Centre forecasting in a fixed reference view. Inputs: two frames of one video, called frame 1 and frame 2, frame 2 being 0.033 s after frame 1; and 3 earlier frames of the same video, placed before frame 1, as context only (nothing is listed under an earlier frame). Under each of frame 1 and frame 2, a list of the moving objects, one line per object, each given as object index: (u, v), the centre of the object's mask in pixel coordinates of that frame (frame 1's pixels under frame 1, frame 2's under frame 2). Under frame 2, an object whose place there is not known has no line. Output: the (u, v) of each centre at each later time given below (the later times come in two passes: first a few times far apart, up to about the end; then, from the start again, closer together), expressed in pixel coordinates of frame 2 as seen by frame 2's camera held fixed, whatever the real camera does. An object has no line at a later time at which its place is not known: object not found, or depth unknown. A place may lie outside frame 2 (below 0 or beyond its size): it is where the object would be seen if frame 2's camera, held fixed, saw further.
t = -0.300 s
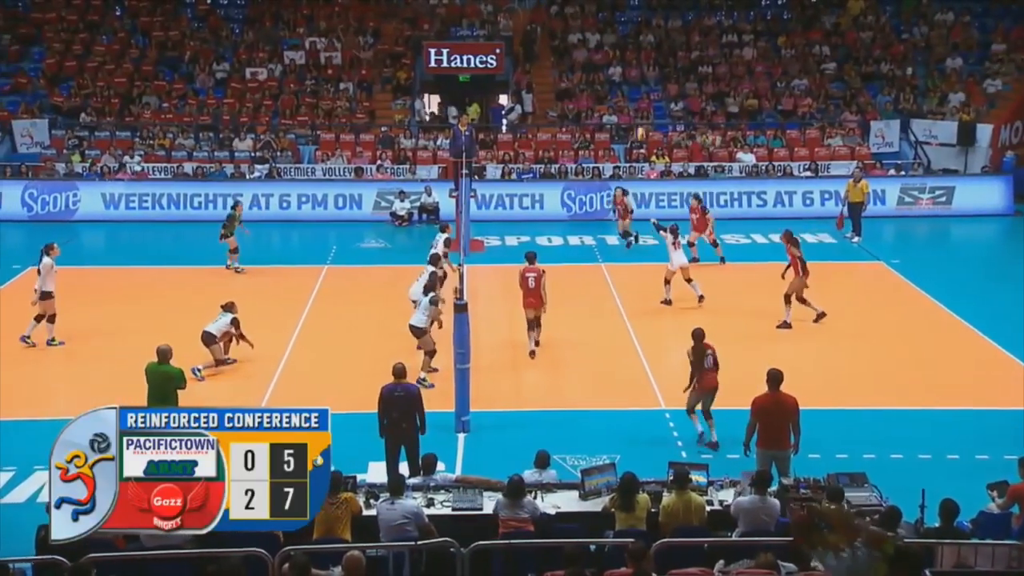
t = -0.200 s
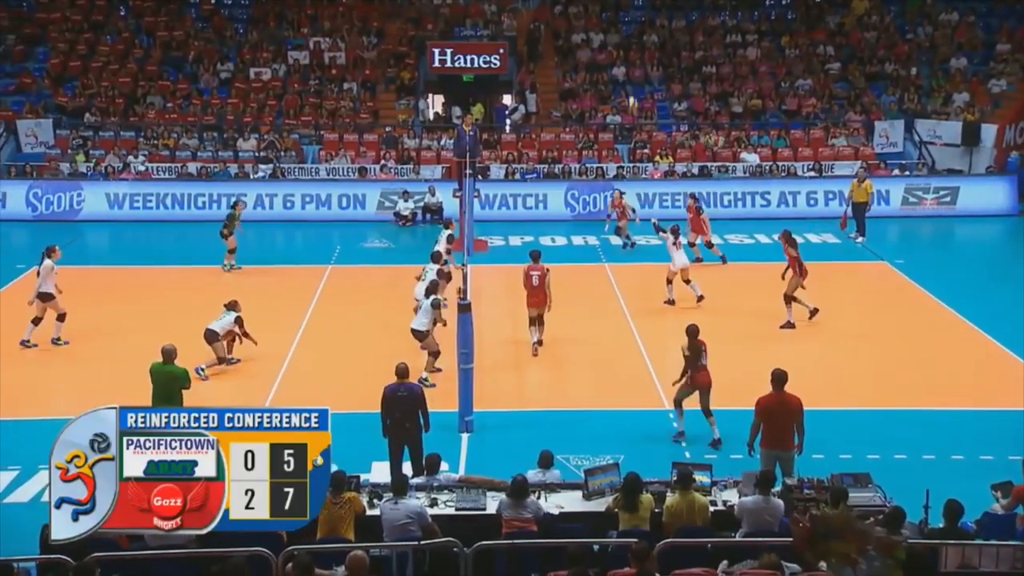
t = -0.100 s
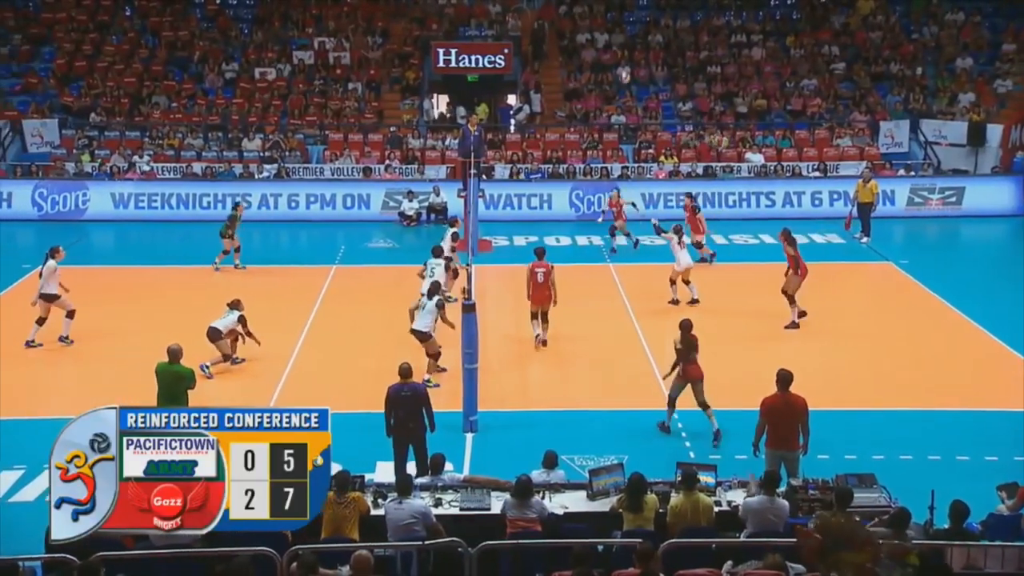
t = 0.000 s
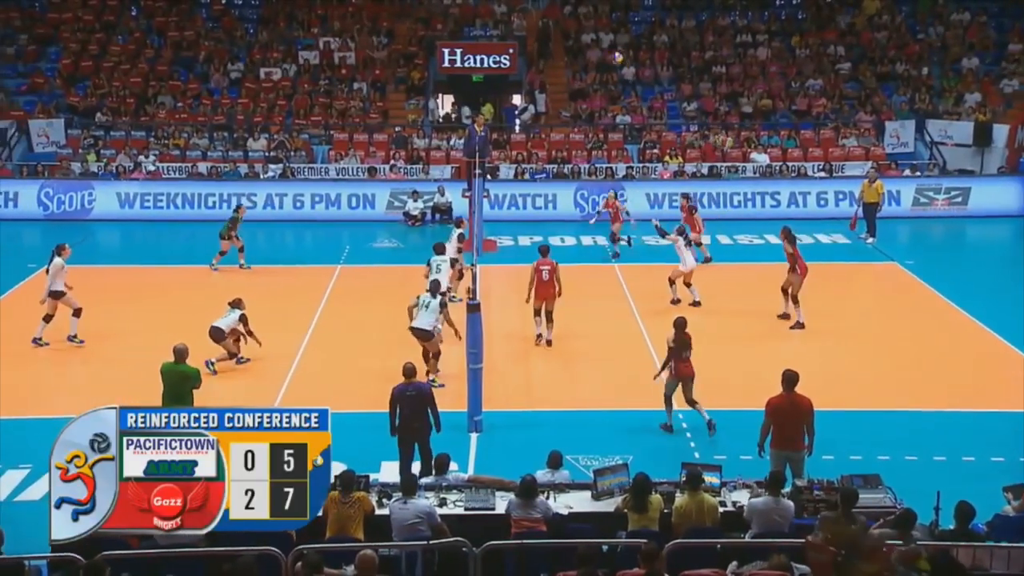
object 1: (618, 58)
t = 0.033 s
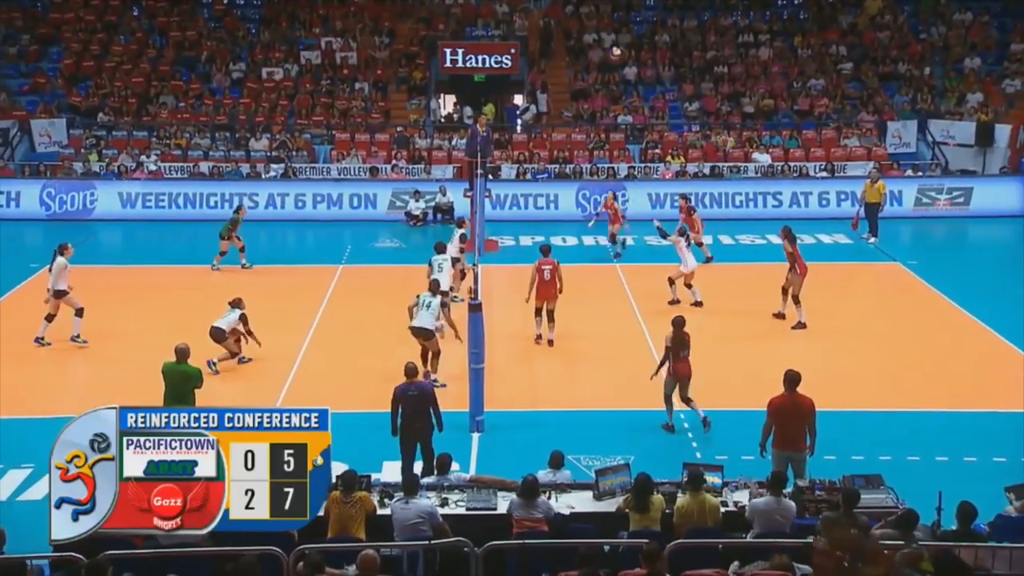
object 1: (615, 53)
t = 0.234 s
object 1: (591, 34)
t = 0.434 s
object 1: (568, 37)
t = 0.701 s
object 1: (538, 72)
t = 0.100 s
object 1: (607, 44)
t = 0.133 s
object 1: (603, 41)
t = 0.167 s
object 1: (599, 38)
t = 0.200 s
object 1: (595, 36)
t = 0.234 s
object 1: (591, 34)
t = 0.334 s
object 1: (579, 33)
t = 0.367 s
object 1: (575, 34)
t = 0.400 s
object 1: (572, 35)
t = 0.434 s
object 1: (568, 37)
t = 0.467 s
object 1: (564, 39)
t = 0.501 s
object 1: (560, 42)
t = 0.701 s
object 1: (538, 72)
